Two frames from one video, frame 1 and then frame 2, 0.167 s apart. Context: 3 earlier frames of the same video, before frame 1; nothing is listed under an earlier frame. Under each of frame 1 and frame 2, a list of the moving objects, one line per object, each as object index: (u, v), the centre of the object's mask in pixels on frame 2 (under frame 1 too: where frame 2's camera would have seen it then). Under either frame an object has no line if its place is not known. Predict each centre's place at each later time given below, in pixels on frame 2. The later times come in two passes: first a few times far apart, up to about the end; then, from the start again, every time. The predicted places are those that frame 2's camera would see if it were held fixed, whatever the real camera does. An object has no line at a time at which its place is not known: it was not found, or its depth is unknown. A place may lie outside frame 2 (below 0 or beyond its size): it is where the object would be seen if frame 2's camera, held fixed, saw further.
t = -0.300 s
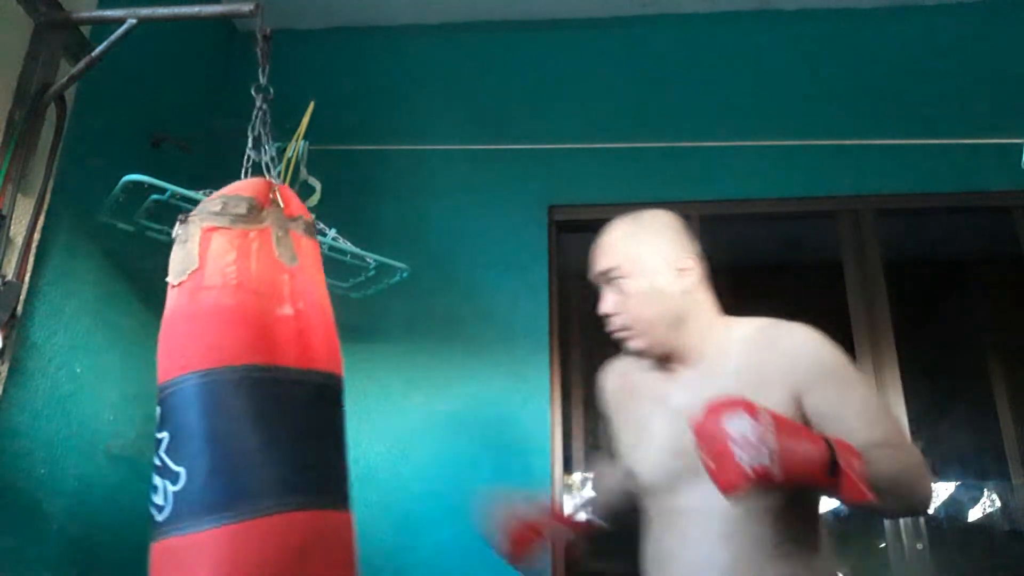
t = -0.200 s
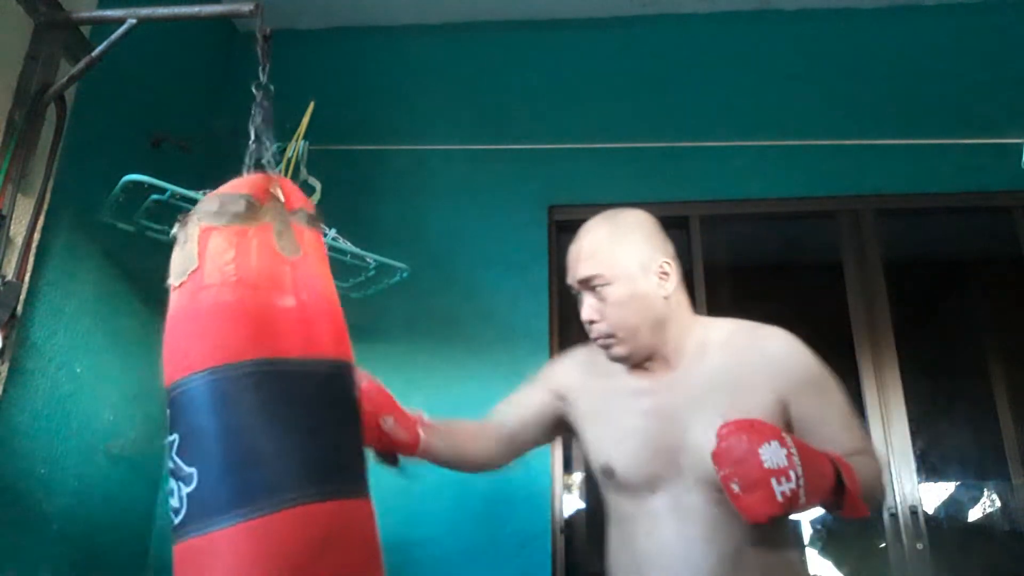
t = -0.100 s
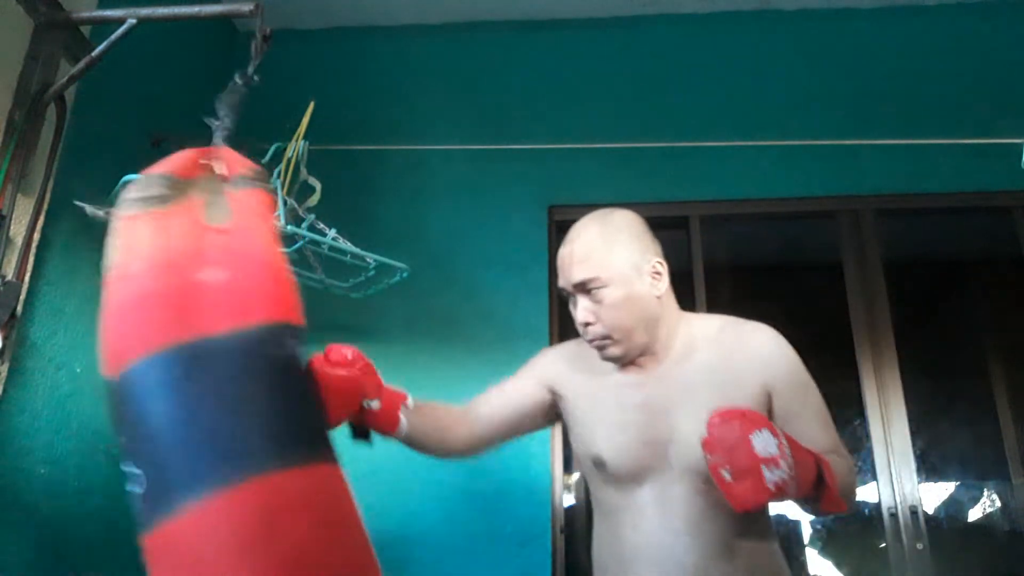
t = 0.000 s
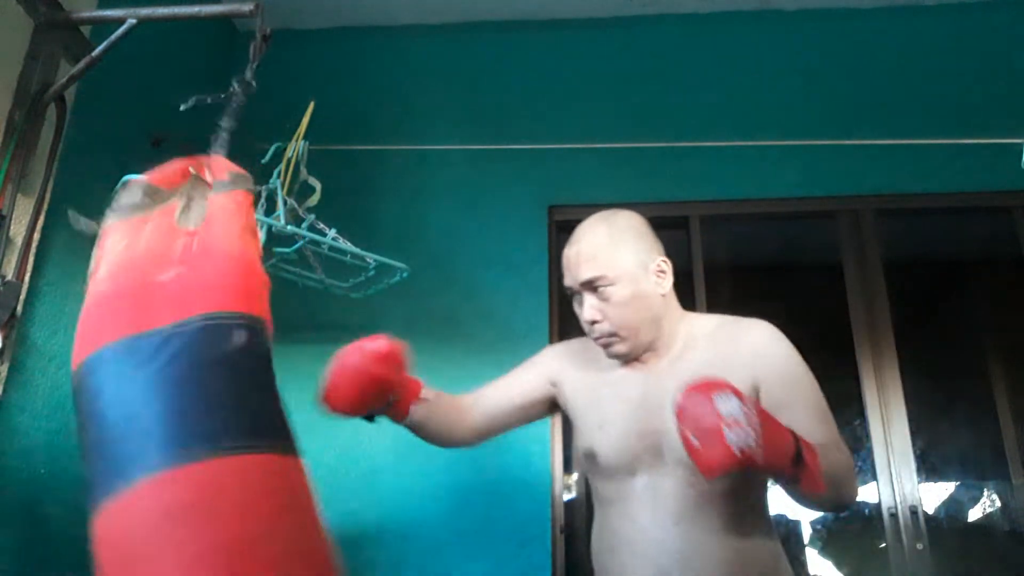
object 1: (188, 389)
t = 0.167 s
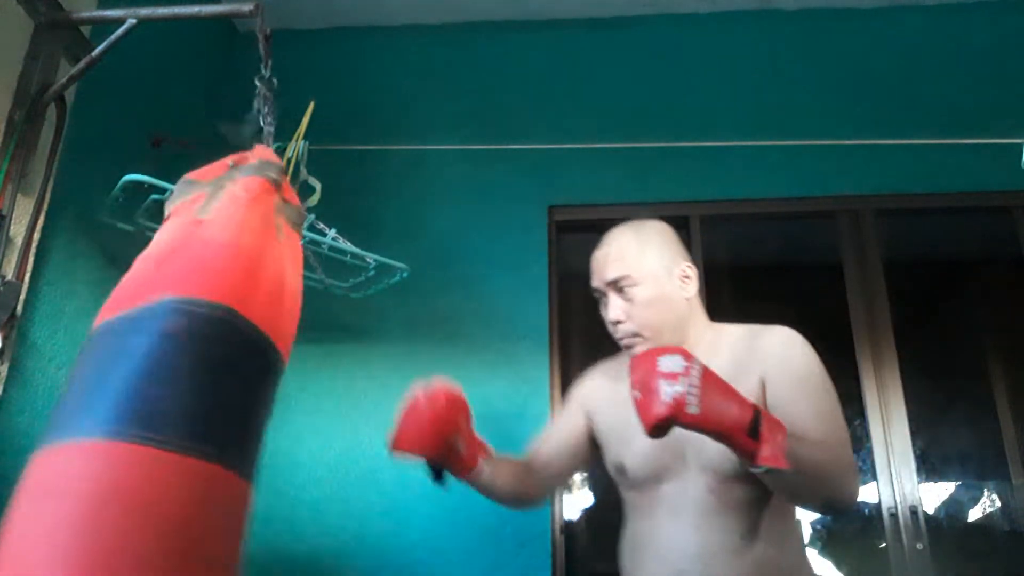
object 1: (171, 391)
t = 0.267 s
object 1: (144, 388)
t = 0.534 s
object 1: (113, 382)
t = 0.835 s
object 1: (135, 409)
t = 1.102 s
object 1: (207, 413)
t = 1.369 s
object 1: (270, 409)
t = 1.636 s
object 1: (284, 407)
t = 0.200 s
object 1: (163, 389)
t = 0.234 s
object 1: (154, 389)
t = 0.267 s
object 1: (144, 388)
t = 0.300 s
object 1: (130, 385)
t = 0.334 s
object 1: (119, 384)
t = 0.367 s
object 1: (112, 383)
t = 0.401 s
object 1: (109, 382)
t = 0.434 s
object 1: (108, 383)
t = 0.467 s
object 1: (109, 383)
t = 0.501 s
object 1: (110, 383)
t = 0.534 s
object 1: (113, 382)
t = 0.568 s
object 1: (113, 381)
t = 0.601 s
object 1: (114, 381)
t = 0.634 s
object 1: (113, 382)
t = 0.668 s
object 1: (114, 385)
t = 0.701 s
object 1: (116, 390)
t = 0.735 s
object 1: (119, 396)
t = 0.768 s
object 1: (123, 400)
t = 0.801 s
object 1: (128, 405)
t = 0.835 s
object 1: (135, 409)
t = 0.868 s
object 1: (142, 411)
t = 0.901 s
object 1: (149, 412)
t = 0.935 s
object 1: (157, 411)
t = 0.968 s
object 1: (166, 411)
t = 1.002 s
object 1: (176, 410)
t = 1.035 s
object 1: (186, 410)
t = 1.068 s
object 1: (197, 412)
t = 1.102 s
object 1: (207, 413)
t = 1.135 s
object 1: (216, 415)
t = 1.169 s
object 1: (225, 415)
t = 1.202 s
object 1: (233, 415)
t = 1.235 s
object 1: (241, 415)
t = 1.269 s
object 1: (249, 413)
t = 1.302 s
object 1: (256, 411)
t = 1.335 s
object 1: (263, 410)
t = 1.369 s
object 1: (270, 409)
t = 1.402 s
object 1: (275, 409)
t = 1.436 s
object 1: (279, 410)
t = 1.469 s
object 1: (281, 410)
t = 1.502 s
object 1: (282, 410)
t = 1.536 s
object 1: (282, 410)
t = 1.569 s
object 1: (282, 410)
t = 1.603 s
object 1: (282, 409)
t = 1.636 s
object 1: (284, 407)
